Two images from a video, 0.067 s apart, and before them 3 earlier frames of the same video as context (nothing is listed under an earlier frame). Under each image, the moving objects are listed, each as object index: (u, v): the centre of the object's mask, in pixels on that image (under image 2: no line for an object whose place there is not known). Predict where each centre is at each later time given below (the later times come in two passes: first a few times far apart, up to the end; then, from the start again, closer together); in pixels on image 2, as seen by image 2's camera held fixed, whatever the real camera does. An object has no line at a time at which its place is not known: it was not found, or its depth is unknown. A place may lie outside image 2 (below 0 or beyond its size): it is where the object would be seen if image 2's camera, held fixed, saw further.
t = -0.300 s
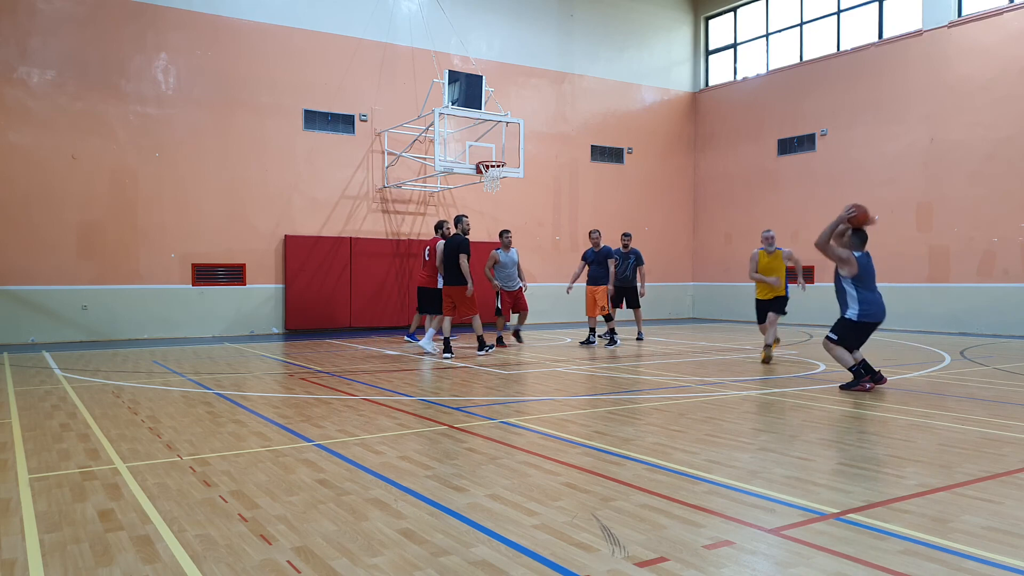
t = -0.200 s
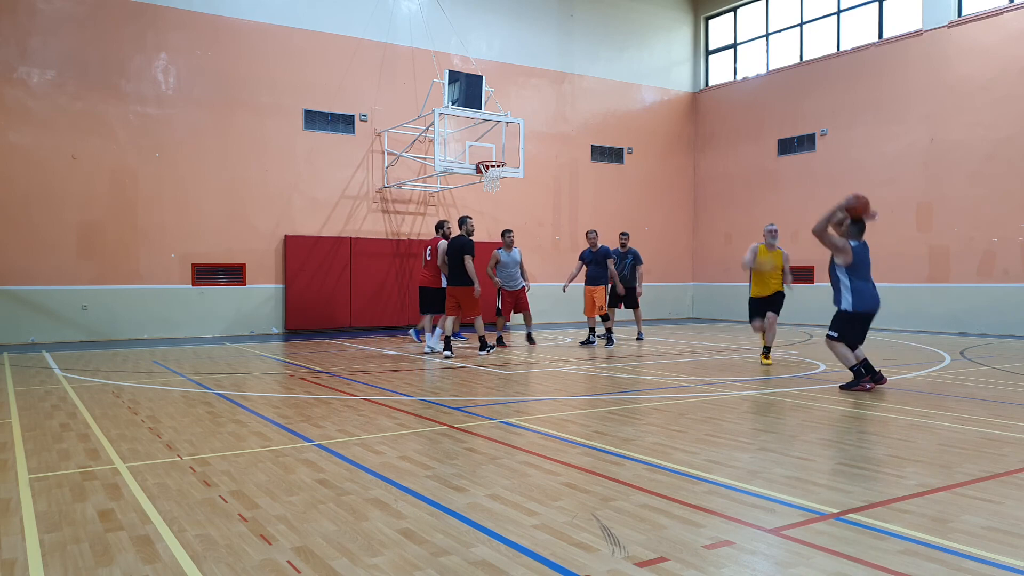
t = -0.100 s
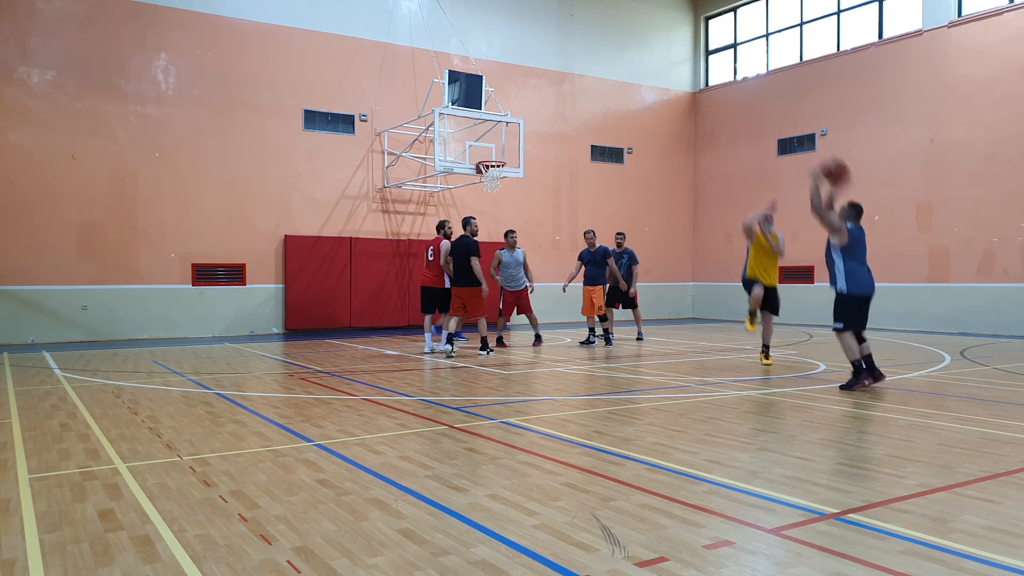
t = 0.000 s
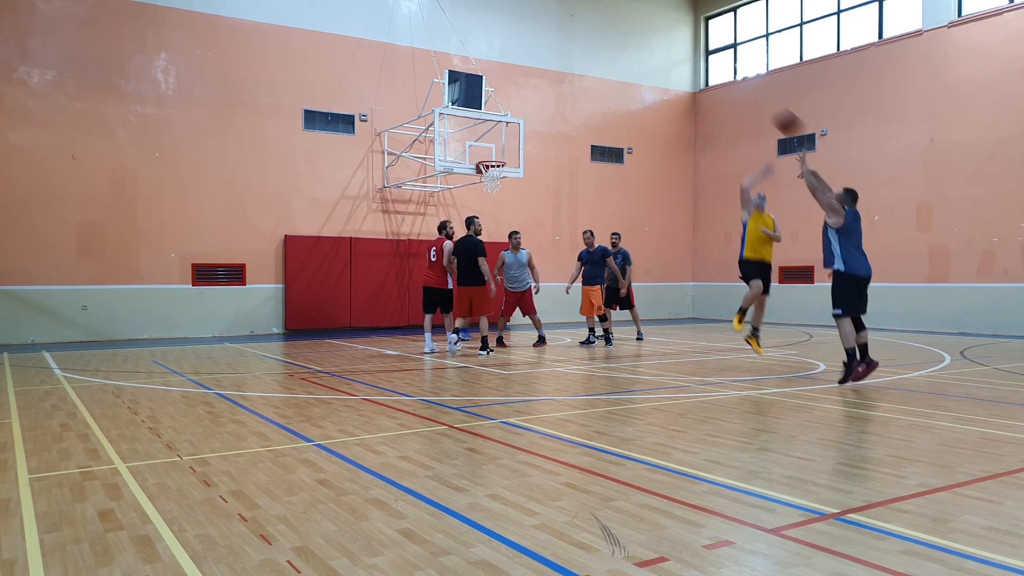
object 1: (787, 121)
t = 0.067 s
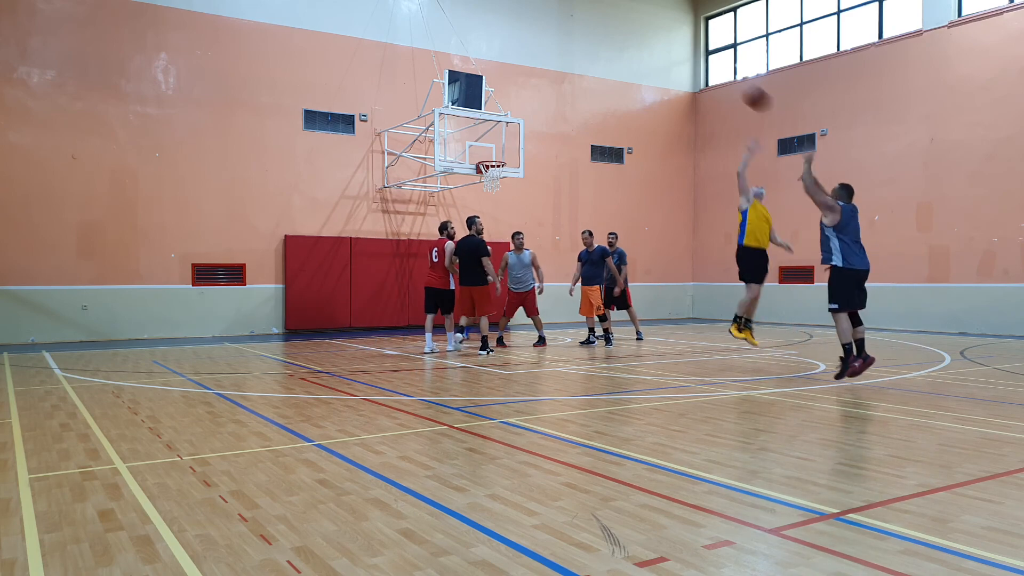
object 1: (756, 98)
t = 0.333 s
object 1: (656, 50)
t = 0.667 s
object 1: (567, 72)
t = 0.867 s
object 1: (527, 112)
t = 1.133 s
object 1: (477, 148)
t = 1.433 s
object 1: (413, 143)
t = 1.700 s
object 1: (353, 183)
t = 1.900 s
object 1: (308, 244)
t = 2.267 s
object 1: (226, 287)
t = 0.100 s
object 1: (743, 89)
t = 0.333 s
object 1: (656, 50)
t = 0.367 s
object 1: (646, 49)
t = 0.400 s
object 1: (636, 49)
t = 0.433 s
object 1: (626, 50)
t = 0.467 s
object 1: (617, 51)
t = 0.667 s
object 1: (567, 72)
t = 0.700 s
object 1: (560, 77)
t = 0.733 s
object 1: (553, 84)
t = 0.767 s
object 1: (546, 90)
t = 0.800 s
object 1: (540, 97)
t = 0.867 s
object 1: (527, 112)
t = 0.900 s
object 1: (521, 120)
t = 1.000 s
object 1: (503, 149)
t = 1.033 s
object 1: (498, 157)
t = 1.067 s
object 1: (490, 156)
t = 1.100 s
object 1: (484, 152)
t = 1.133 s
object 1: (477, 148)
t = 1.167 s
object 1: (470, 145)
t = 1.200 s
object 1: (463, 142)
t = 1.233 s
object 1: (456, 140)
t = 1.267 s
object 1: (449, 139)
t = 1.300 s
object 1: (442, 138)
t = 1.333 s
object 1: (436, 139)
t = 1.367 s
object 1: (427, 140)
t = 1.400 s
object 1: (420, 141)
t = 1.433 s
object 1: (413, 143)
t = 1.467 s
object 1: (406, 145)
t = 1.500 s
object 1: (398, 148)
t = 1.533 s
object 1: (391, 153)
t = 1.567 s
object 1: (384, 157)
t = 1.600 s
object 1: (377, 162)
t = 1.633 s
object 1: (369, 169)
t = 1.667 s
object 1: (361, 176)
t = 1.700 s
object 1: (353, 183)
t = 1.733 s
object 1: (345, 192)
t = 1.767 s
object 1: (338, 201)
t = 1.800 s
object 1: (330, 211)
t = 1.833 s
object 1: (323, 222)
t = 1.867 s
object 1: (315, 231)
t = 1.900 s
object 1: (308, 244)
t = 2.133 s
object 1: (251, 333)
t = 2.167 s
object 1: (245, 321)
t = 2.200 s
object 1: (239, 309)
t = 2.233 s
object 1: (232, 297)
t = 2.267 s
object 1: (226, 287)
